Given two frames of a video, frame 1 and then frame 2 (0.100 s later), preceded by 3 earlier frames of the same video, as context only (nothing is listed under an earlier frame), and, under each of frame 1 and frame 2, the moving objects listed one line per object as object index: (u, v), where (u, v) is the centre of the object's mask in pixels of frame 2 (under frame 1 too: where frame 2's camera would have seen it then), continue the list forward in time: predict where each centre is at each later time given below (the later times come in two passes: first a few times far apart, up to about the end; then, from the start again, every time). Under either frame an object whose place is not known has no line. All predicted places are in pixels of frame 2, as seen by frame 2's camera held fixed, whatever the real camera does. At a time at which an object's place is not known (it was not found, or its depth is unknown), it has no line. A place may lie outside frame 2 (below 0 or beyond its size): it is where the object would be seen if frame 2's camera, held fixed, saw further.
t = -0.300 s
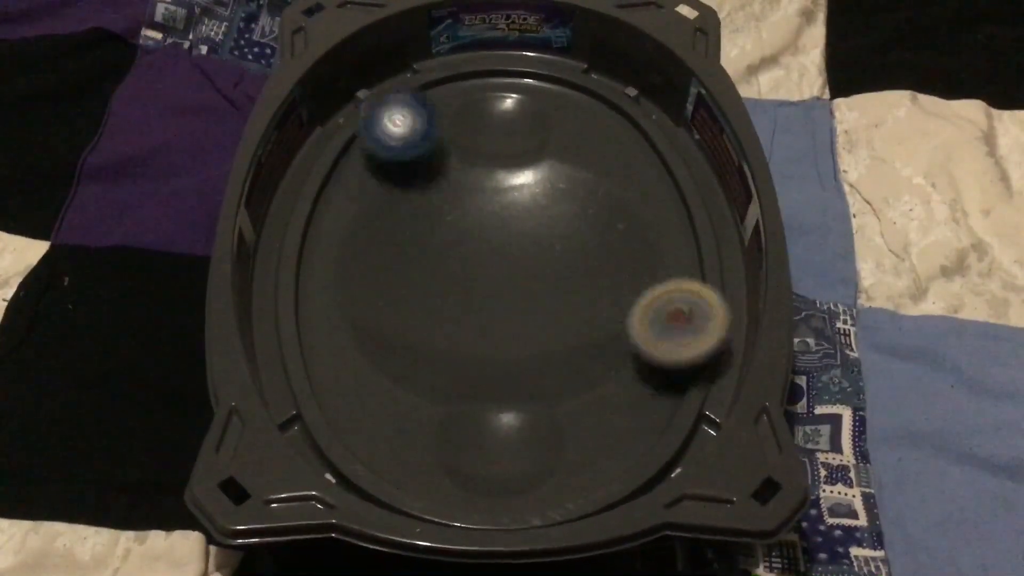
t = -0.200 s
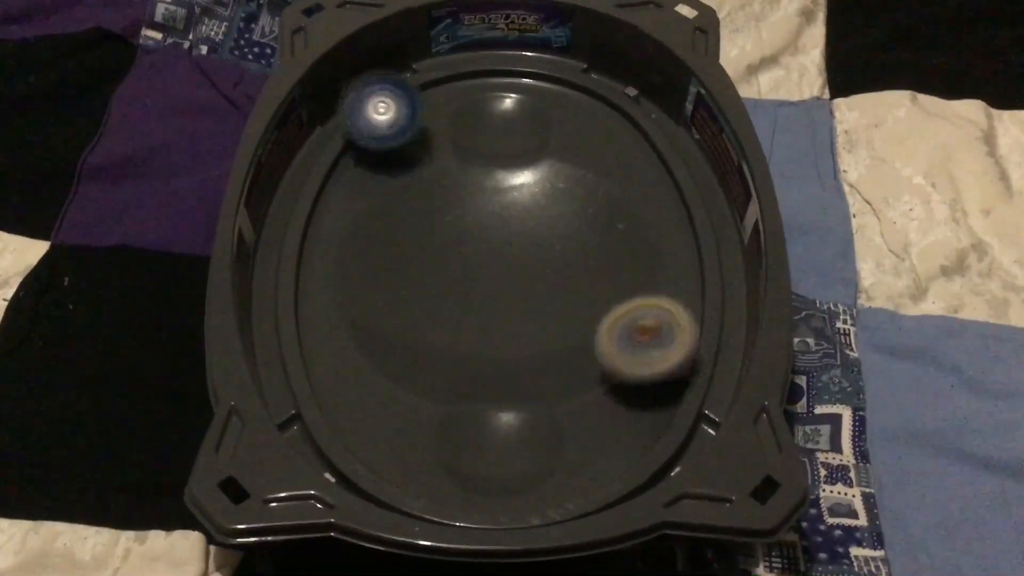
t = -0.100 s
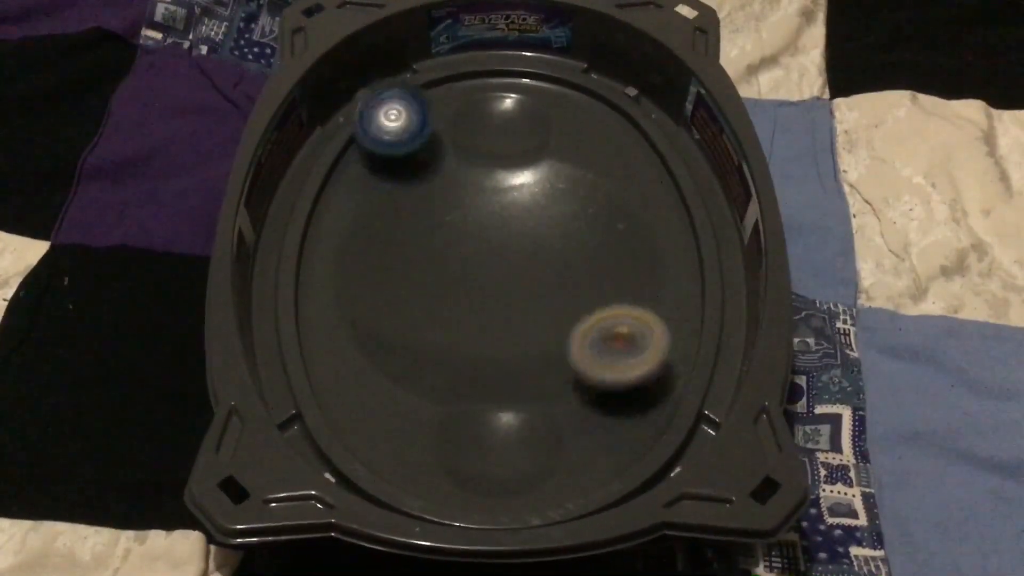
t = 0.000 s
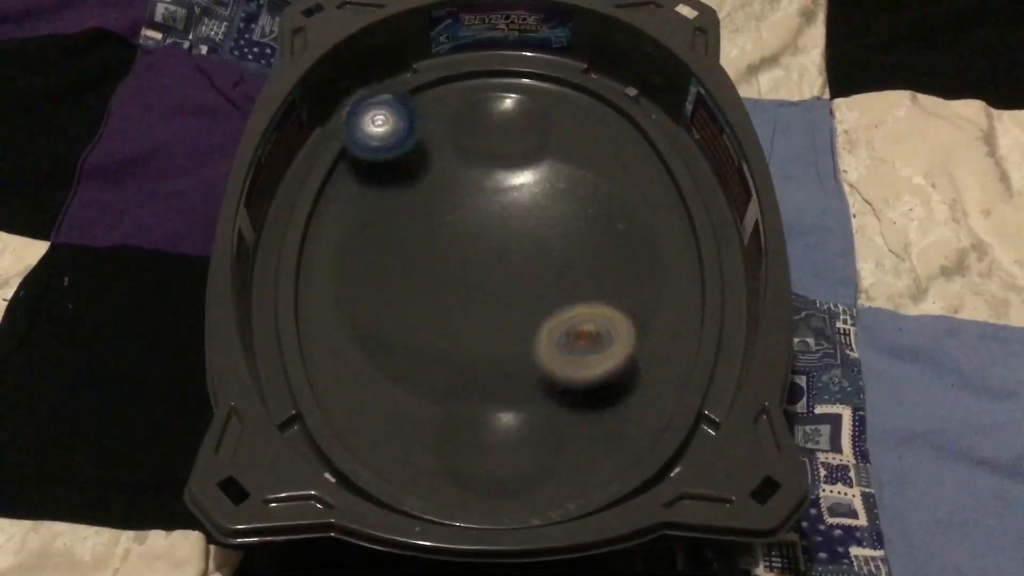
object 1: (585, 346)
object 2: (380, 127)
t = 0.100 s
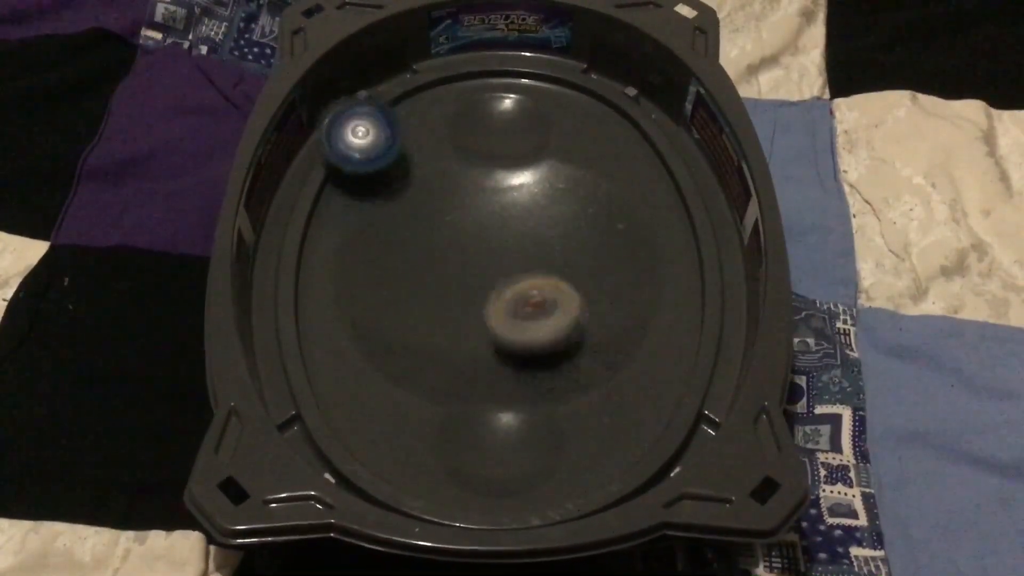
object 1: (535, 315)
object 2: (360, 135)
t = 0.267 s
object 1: (456, 212)
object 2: (343, 162)
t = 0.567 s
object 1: (577, 177)
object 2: (357, 305)
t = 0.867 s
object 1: (559, 210)
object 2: (495, 347)
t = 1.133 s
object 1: (473, 187)
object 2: (447, 283)
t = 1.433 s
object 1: (522, 215)
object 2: (424, 326)
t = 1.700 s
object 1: (617, 212)
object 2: (428, 314)
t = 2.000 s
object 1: (619, 149)
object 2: (382, 292)
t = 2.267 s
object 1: (533, 181)
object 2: (555, 268)
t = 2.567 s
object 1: (439, 332)
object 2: (599, 306)
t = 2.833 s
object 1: (490, 333)
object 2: (569, 246)
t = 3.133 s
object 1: (476, 216)
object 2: (560, 175)
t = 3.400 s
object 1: (433, 207)
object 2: (536, 208)
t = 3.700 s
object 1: (399, 261)
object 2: (528, 223)
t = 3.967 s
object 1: (512, 311)
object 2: (491, 231)
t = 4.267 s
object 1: (560, 231)
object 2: (461, 238)
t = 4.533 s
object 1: (492, 197)
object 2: (423, 264)
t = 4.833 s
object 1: (497, 256)
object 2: (434, 312)
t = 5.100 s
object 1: (561, 242)
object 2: (499, 316)
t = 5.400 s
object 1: (491, 197)
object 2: (565, 278)
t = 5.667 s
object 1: (444, 266)
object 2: (549, 230)
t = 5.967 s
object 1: (541, 295)
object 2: (473, 202)
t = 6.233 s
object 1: (530, 223)
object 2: (439, 225)
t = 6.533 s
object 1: (482, 220)
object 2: (448, 295)
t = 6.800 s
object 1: (502, 244)
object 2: (497, 336)
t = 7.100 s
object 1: (524, 234)
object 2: (543, 319)
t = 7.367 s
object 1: (483, 221)
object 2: (552, 288)
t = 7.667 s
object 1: (431, 232)
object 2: (528, 261)
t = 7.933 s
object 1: (437, 261)
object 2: (548, 237)
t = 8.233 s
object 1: (485, 279)
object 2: (564, 232)
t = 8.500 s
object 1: (469, 274)
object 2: (548, 229)
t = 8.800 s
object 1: (448, 268)
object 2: (526, 217)
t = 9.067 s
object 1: (456, 277)
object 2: (530, 216)
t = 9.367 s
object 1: (460, 284)
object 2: (536, 226)
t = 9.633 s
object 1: (479, 296)
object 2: (537, 234)
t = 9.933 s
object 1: (448, 311)
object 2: (528, 236)
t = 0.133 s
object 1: (517, 297)
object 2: (362, 140)
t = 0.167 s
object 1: (503, 276)
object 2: (362, 149)
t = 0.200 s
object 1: (486, 253)
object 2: (358, 153)
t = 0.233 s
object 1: (471, 229)
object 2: (352, 159)
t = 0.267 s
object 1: (456, 212)
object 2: (343, 162)
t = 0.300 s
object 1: (448, 191)
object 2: (342, 169)
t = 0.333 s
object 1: (439, 181)
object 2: (345, 175)
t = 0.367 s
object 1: (434, 174)
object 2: (347, 181)
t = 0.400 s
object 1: (452, 166)
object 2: (327, 197)
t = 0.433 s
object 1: (480, 158)
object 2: (330, 222)
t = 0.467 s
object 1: (510, 161)
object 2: (333, 241)
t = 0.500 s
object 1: (531, 158)
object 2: (337, 263)
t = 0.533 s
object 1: (554, 162)
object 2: (343, 283)
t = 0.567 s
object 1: (577, 177)
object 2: (357, 305)
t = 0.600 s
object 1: (591, 189)
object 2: (372, 319)
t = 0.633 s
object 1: (597, 201)
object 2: (391, 330)
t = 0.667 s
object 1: (600, 217)
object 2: (414, 338)
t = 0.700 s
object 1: (596, 230)
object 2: (442, 339)
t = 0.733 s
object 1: (587, 256)
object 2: (470, 337)
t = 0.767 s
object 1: (571, 266)
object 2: (498, 328)
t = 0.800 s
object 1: (566, 265)
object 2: (502, 331)
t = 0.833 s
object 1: (563, 236)
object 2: (499, 335)
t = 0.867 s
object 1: (559, 210)
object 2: (495, 347)
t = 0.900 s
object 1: (555, 200)
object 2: (490, 347)
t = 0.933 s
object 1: (549, 199)
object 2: (483, 345)
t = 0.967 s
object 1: (534, 189)
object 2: (476, 341)
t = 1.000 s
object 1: (520, 182)
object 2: (470, 334)
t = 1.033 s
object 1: (505, 180)
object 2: (463, 324)
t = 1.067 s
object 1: (493, 180)
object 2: (456, 312)
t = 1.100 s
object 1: (481, 181)
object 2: (450, 297)
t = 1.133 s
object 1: (473, 187)
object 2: (447, 283)
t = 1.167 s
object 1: (472, 195)
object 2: (445, 271)
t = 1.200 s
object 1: (477, 193)
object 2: (438, 272)
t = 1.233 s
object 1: (489, 187)
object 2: (429, 284)
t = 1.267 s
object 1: (498, 184)
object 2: (424, 295)
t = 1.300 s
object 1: (508, 184)
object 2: (420, 304)
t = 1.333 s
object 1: (516, 189)
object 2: (419, 312)
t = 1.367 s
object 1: (521, 197)
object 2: (419, 319)
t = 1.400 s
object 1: (521, 206)
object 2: (421, 324)
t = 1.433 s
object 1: (522, 215)
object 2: (424, 326)
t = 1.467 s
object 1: (523, 224)
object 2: (432, 327)
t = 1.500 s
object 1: (525, 231)
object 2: (440, 325)
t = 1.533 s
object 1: (529, 238)
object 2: (448, 323)
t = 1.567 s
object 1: (533, 244)
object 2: (460, 317)
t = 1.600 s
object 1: (539, 251)
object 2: (470, 310)
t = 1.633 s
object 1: (558, 248)
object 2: (467, 306)
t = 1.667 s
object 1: (593, 230)
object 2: (447, 307)
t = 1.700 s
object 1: (617, 212)
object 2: (428, 314)
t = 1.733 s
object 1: (633, 197)
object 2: (412, 315)
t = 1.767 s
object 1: (643, 185)
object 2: (397, 316)
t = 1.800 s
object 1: (654, 177)
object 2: (387, 315)
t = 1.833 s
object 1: (664, 166)
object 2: (379, 312)
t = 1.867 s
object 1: (663, 156)
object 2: (372, 309)
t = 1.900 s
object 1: (656, 153)
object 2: (370, 306)
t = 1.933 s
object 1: (644, 156)
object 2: (370, 301)
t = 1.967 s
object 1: (632, 151)
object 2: (374, 297)
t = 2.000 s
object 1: (619, 149)
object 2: (382, 292)
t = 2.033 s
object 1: (606, 144)
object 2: (396, 288)
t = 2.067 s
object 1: (596, 140)
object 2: (412, 285)
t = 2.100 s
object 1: (588, 138)
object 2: (434, 280)
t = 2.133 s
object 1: (582, 137)
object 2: (457, 277)
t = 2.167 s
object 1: (575, 140)
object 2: (481, 274)
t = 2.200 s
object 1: (567, 150)
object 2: (509, 272)
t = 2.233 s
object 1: (554, 163)
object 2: (534, 270)
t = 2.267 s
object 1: (533, 181)
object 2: (555, 268)
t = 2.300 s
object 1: (510, 203)
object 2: (577, 268)
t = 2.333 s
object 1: (487, 230)
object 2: (599, 269)
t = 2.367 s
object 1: (468, 250)
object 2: (613, 272)
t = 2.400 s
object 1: (454, 266)
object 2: (622, 275)
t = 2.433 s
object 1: (442, 285)
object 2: (625, 281)
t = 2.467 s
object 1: (436, 302)
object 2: (625, 286)
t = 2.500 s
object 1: (432, 313)
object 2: (621, 293)
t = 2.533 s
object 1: (433, 323)
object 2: (612, 299)
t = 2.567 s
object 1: (439, 332)
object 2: (599, 306)
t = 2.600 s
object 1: (456, 339)
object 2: (582, 312)
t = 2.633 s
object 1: (470, 346)
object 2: (567, 315)
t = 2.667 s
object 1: (470, 350)
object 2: (565, 307)
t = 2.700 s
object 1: (471, 351)
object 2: (568, 297)
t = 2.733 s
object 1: (475, 350)
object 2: (568, 286)
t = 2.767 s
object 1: (480, 348)
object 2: (570, 272)
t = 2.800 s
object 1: (485, 341)
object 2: (569, 260)
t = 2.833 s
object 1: (490, 333)
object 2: (569, 246)
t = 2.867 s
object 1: (494, 322)
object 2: (570, 231)
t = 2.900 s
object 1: (497, 310)
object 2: (569, 218)
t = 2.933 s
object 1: (499, 297)
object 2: (566, 208)
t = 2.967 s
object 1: (500, 283)
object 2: (563, 201)
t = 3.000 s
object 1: (501, 268)
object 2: (559, 196)
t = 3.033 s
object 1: (500, 254)
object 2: (556, 194)
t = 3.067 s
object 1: (495, 239)
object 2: (555, 187)
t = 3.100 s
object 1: (485, 228)
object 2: (558, 181)
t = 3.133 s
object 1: (476, 216)
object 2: (560, 175)
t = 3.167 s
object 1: (467, 209)
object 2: (562, 172)
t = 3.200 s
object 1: (462, 203)
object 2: (562, 172)
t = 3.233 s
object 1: (457, 201)
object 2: (559, 174)
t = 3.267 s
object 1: (454, 200)
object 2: (555, 179)
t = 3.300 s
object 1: (450, 201)
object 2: (549, 186)
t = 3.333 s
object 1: (448, 202)
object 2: (541, 194)
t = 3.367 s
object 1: (445, 206)
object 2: (535, 203)
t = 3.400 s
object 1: (433, 207)
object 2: (536, 208)
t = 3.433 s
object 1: (423, 211)
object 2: (536, 212)
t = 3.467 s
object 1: (416, 215)
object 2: (531, 216)
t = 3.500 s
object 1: (412, 219)
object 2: (525, 220)
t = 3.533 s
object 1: (413, 224)
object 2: (516, 222)
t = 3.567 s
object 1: (415, 230)
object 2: (508, 220)
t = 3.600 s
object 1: (403, 234)
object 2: (518, 219)
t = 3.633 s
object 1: (396, 241)
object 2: (527, 219)
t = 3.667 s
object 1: (395, 250)
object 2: (529, 221)
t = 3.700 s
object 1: (399, 261)
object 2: (528, 223)
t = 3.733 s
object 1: (409, 271)
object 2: (525, 226)
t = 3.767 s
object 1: (423, 281)
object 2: (521, 230)
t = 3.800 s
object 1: (440, 289)
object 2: (517, 234)
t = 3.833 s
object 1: (453, 294)
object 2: (512, 234)
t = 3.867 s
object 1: (467, 303)
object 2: (508, 233)
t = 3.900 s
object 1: (481, 308)
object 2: (502, 232)
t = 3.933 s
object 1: (497, 312)
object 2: (495, 232)
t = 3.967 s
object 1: (512, 311)
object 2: (491, 231)
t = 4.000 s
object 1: (527, 308)
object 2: (486, 232)
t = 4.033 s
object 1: (541, 302)
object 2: (482, 232)
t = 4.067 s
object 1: (552, 294)
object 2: (478, 233)
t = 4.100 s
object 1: (559, 284)
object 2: (475, 232)
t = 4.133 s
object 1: (565, 274)
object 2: (471, 232)
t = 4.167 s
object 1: (567, 264)
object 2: (469, 234)
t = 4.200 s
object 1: (567, 252)
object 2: (467, 234)
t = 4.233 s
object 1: (563, 240)
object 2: (466, 236)
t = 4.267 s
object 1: (560, 231)
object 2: (461, 238)
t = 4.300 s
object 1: (556, 222)
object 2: (456, 240)
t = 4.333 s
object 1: (550, 215)
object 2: (451, 241)
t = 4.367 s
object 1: (541, 208)
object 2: (448, 242)
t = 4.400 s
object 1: (529, 203)
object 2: (444, 245)
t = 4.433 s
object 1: (517, 201)
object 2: (443, 246)
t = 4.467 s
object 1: (508, 199)
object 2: (437, 252)
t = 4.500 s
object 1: (500, 196)
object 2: (428, 259)
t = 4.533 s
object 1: (492, 197)
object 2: (423, 264)
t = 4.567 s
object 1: (483, 200)
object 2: (420, 269)
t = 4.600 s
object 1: (478, 206)
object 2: (418, 273)
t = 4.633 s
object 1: (473, 213)
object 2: (417, 276)
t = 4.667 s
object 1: (468, 223)
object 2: (418, 281)
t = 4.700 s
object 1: (470, 230)
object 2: (419, 290)
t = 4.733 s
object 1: (474, 238)
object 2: (421, 296)
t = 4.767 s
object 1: (481, 245)
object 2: (424, 303)
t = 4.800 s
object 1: (488, 250)
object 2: (426, 307)
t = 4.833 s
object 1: (497, 256)
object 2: (434, 312)
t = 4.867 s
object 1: (506, 261)
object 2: (441, 313)
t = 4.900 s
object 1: (516, 264)
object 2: (450, 315)
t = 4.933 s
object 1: (527, 266)
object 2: (459, 317)
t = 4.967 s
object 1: (537, 263)
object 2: (466, 318)
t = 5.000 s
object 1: (547, 260)
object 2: (473, 320)
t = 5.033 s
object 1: (554, 255)
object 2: (480, 319)
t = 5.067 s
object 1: (560, 248)
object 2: (489, 318)
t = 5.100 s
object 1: (561, 242)
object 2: (499, 316)
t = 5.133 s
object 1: (559, 237)
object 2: (510, 311)
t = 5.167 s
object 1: (556, 235)
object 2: (519, 305)
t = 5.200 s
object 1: (551, 229)
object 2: (528, 300)
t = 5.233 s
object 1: (547, 221)
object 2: (536, 300)
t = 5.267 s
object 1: (539, 212)
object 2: (544, 296)
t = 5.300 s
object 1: (529, 204)
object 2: (551, 293)
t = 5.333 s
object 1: (517, 200)
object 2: (556, 288)
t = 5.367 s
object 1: (504, 197)
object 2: (560, 283)
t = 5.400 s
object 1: (491, 197)
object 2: (565, 278)
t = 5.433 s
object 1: (478, 200)
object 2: (567, 271)
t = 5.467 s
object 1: (466, 205)
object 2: (569, 265)
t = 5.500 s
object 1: (456, 212)
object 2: (567, 258)
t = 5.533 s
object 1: (449, 222)
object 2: (565, 252)
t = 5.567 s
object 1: (444, 233)
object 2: (563, 247)
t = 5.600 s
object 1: (441, 243)
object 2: (560, 241)
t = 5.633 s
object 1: (441, 255)
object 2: (554, 235)
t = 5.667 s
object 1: (444, 266)
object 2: (549, 230)
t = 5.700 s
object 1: (449, 277)
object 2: (542, 225)
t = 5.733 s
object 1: (456, 286)
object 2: (533, 222)
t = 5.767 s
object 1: (465, 294)
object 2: (526, 217)
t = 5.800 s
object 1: (477, 300)
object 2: (517, 213)
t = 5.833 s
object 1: (490, 304)
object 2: (509, 210)
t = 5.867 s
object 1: (503, 306)
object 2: (499, 207)
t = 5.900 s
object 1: (516, 305)
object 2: (491, 206)
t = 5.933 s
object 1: (529, 301)
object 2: (482, 205)
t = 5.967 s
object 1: (541, 295)
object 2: (473, 202)
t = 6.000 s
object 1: (550, 287)
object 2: (468, 202)
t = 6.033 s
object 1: (555, 278)
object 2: (463, 203)
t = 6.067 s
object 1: (559, 268)
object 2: (457, 204)
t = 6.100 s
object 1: (558, 258)
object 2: (451, 206)
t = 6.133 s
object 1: (554, 248)
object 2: (447, 210)
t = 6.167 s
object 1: (548, 240)
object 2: (444, 214)
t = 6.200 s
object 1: (540, 231)
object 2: (440, 218)
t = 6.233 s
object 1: (530, 223)
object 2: (439, 225)
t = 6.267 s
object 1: (528, 220)
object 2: (432, 232)
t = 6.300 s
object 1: (526, 213)
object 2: (426, 240)
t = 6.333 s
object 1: (520, 206)
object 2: (424, 249)
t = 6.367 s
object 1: (514, 204)
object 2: (424, 258)
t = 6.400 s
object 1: (508, 200)
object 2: (425, 266)
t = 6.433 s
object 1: (499, 202)
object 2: (430, 275)
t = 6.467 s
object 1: (492, 207)
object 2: (433, 281)
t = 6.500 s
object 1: (488, 213)
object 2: (439, 287)
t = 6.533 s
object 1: (482, 220)
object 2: (448, 295)
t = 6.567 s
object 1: (477, 229)
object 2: (454, 300)
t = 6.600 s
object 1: (481, 234)
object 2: (459, 310)
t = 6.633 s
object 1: (484, 231)
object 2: (465, 321)
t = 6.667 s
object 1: (485, 233)
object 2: (472, 329)
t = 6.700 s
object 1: (491, 236)
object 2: (479, 333)
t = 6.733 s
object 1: (494, 236)
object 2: (484, 335)
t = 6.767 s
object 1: (496, 240)
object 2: (489, 335)
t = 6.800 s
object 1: (502, 244)
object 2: (497, 336)
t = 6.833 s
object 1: (504, 244)
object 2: (503, 330)
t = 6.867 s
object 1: (507, 248)
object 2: (509, 327)
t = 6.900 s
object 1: (514, 250)
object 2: (517, 323)
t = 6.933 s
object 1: (515, 247)
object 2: (526, 320)
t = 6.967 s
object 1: (519, 241)
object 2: (531, 326)
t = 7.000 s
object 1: (524, 236)
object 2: (535, 327)
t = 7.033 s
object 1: (523, 235)
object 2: (538, 326)
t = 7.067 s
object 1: (525, 237)
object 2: (541, 324)
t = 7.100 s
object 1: (524, 234)
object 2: (543, 319)
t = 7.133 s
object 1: (521, 237)
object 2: (546, 315)
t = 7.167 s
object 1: (520, 238)
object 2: (545, 308)
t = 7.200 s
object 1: (514, 235)
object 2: (547, 303)
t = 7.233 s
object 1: (509, 234)
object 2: (548, 302)
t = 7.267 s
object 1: (504, 230)
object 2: (547, 296)
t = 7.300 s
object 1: (497, 230)
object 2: (546, 292)
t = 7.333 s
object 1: (493, 228)
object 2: (545, 288)
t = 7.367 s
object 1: (483, 221)
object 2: (552, 288)
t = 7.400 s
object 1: (476, 218)
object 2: (553, 289)
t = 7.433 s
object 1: (468, 216)
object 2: (553, 287)
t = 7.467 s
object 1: (458, 214)
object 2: (550, 284)
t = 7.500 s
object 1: (449, 213)
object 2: (547, 281)
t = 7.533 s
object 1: (442, 215)
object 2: (541, 279)
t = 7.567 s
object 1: (435, 218)
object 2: (536, 275)
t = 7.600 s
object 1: (432, 224)
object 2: (530, 270)
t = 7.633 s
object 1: (434, 231)
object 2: (521, 265)
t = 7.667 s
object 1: (431, 232)
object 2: (528, 261)
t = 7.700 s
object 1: (430, 237)
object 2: (528, 258)
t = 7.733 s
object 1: (430, 240)
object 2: (527, 255)
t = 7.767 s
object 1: (431, 246)
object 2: (530, 253)
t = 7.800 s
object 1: (430, 246)
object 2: (533, 250)
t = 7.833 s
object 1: (434, 252)
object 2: (534, 248)
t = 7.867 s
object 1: (437, 255)
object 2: (536, 247)
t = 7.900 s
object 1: (442, 260)
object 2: (539, 244)
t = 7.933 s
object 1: (437, 261)
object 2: (548, 237)
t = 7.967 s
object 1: (440, 264)
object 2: (560, 233)
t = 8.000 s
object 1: (440, 267)
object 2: (568, 230)
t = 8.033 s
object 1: (445, 271)
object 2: (571, 228)
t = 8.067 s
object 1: (448, 275)
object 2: (574, 228)
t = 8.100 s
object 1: (454, 275)
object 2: (575, 227)
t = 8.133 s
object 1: (464, 278)
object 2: (577, 227)
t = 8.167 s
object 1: (472, 279)
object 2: (572, 229)
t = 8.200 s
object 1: (479, 279)
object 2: (567, 231)
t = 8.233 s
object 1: (485, 279)
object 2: (564, 232)
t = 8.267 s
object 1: (478, 277)
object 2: (565, 228)
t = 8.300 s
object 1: (476, 273)
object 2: (566, 227)
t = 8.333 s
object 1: (477, 274)
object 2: (564, 227)
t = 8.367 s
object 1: (478, 277)
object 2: (559, 229)
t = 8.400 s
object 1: (472, 277)
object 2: (555, 229)
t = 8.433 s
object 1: (469, 273)
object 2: (552, 230)
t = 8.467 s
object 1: (470, 273)
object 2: (548, 231)
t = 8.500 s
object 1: (469, 274)
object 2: (548, 229)
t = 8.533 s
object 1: (465, 275)
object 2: (543, 229)
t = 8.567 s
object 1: (460, 271)
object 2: (540, 228)
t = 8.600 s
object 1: (461, 268)
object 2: (537, 227)
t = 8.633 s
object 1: (459, 269)
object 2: (535, 223)
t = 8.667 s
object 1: (456, 269)
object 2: (533, 222)
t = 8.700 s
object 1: (452, 267)
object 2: (532, 220)
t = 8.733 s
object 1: (451, 267)
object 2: (534, 217)
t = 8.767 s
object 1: (448, 267)
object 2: (531, 215)
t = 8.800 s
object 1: (448, 268)
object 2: (526, 217)
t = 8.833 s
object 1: (451, 267)
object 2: (525, 217)
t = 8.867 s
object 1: (456, 268)
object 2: (525, 217)
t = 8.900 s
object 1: (455, 268)
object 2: (524, 213)
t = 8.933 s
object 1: (453, 268)
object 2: (524, 214)
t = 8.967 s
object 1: (451, 270)
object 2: (527, 211)
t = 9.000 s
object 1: (451, 270)
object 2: (528, 210)
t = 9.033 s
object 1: (453, 272)
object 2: (528, 212)
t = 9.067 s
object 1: (456, 277)
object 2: (530, 216)
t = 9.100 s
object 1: (455, 279)
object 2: (532, 217)
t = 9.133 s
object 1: (456, 277)
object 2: (530, 220)
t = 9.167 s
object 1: (464, 279)
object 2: (528, 224)
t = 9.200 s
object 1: (465, 285)
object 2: (528, 223)
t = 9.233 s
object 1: (462, 286)
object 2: (527, 221)
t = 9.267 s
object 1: (461, 284)
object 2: (526, 224)
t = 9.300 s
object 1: (463, 284)
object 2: (530, 228)
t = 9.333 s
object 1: (461, 284)
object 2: (535, 224)
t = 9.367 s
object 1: (460, 284)
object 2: (536, 226)
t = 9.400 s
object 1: (464, 284)
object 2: (540, 229)
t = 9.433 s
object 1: (470, 284)
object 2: (542, 229)
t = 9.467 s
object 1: (474, 286)
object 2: (540, 231)
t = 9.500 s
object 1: (479, 291)
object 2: (541, 235)
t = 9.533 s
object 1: (481, 296)
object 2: (542, 235)
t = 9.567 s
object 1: (478, 299)
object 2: (541, 232)
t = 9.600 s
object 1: (478, 297)
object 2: (538, 232)
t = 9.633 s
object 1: (479, 296)
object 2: (537, 234)
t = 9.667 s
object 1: (479, 297)
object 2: (540, 238)
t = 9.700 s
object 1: (479, 297)
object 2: (542, 239)
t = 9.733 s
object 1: (475, 297)
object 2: (540, 243)
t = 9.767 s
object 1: (470, 298)
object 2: (536, 244)
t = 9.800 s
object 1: (465, 297)
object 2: (534, 240)
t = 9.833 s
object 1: (462, 300)
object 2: (531, 241)
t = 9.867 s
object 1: (456, 305)
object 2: (530, 238)
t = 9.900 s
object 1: (452, 309)
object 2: (528, 236)
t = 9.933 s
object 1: (448, 311)
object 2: (528, 236)
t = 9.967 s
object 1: (449, 311)
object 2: (529, 237)
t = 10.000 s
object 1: (449, 311)
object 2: (530, 237)
